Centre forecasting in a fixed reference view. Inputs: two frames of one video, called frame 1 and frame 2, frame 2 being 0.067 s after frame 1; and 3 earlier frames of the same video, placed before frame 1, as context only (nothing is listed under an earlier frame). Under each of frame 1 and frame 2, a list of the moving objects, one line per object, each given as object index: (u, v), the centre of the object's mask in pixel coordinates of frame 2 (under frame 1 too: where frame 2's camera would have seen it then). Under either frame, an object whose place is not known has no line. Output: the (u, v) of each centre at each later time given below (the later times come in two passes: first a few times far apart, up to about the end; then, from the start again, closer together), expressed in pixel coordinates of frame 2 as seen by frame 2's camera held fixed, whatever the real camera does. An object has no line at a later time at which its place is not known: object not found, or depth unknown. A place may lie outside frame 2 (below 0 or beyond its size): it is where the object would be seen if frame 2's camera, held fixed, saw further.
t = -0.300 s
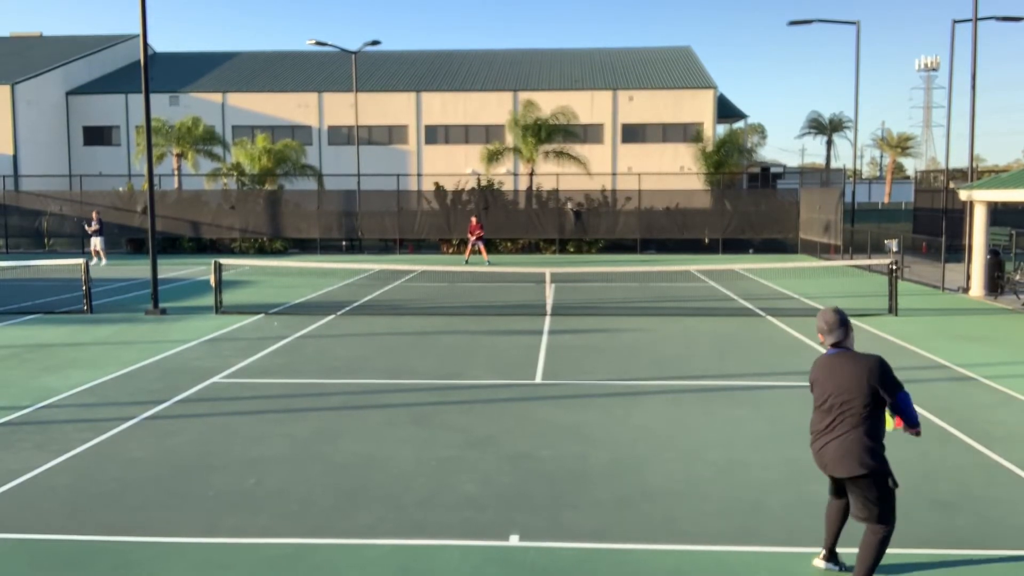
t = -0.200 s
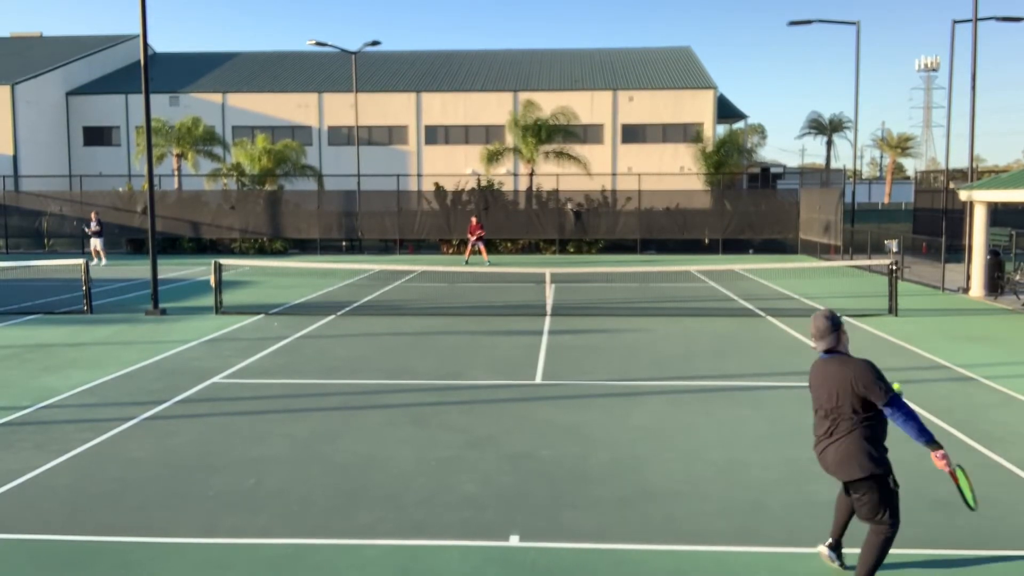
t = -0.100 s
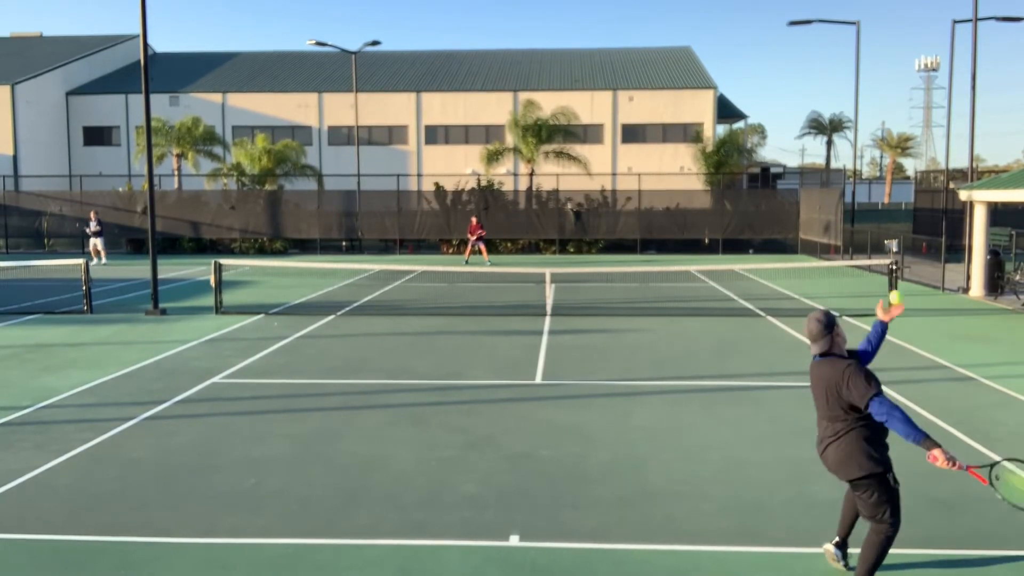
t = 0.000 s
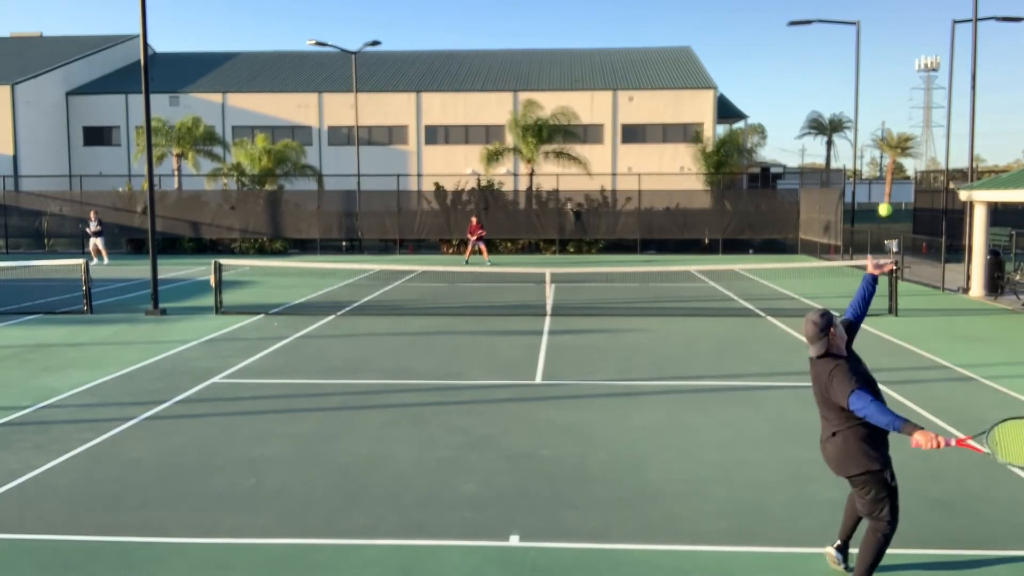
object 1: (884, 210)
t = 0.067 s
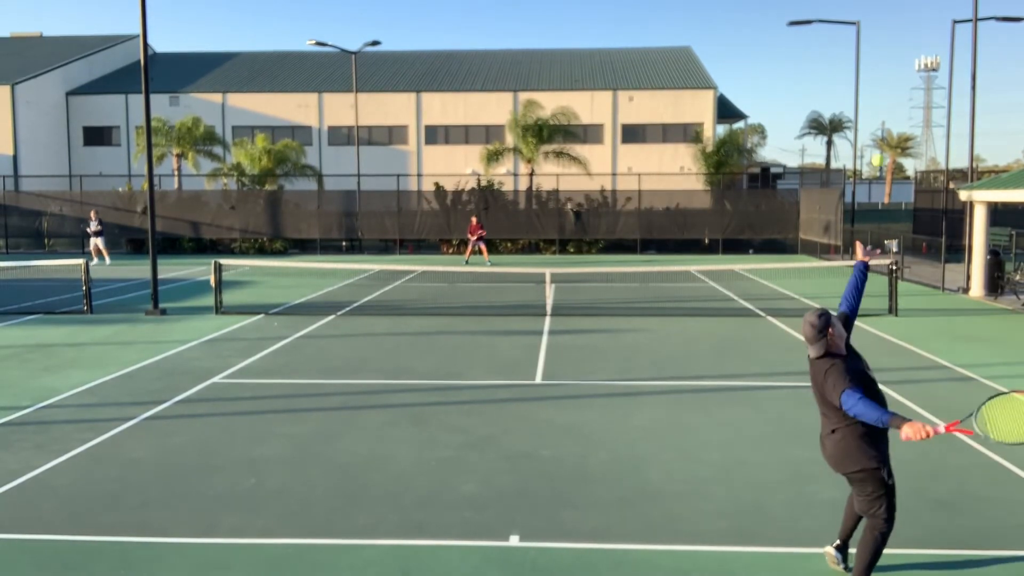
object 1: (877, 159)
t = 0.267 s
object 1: (855, 58)
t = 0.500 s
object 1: (827, 27)
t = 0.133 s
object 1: (870, 118)
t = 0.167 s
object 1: (867, 101)
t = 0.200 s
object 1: (863, 84)
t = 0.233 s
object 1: (859, 70)
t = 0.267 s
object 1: (855, 58)
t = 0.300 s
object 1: (851, 48)
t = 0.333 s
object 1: (847, 40)
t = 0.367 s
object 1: (843, 34)
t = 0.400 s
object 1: (839, 29)
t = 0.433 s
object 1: (835, 27)
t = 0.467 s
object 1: (831, 26)
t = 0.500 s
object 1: (827, 27)
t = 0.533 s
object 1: (823, 30)
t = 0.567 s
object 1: (819, 35)
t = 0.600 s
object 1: (815, 42)
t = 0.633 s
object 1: (811, 51)
